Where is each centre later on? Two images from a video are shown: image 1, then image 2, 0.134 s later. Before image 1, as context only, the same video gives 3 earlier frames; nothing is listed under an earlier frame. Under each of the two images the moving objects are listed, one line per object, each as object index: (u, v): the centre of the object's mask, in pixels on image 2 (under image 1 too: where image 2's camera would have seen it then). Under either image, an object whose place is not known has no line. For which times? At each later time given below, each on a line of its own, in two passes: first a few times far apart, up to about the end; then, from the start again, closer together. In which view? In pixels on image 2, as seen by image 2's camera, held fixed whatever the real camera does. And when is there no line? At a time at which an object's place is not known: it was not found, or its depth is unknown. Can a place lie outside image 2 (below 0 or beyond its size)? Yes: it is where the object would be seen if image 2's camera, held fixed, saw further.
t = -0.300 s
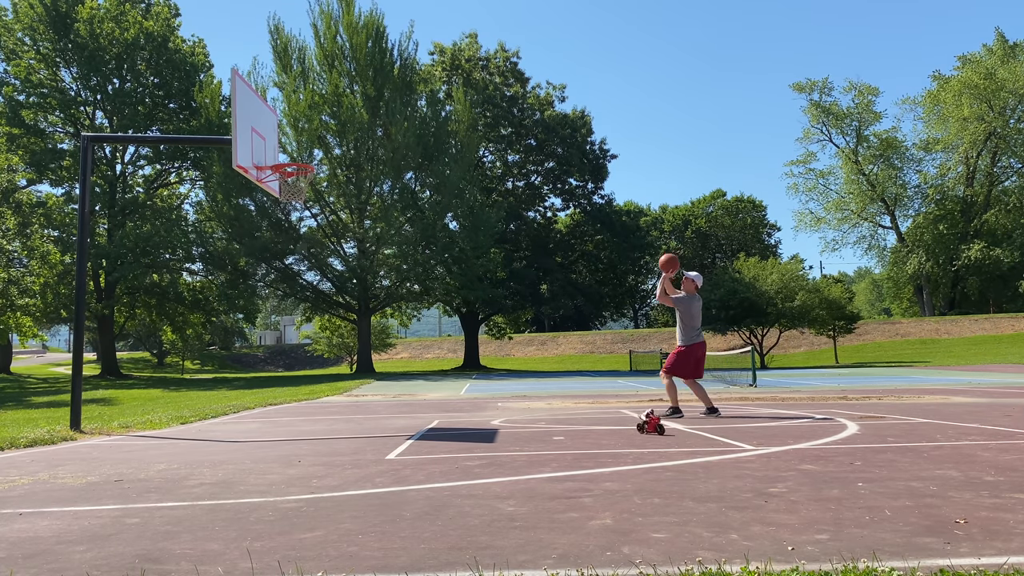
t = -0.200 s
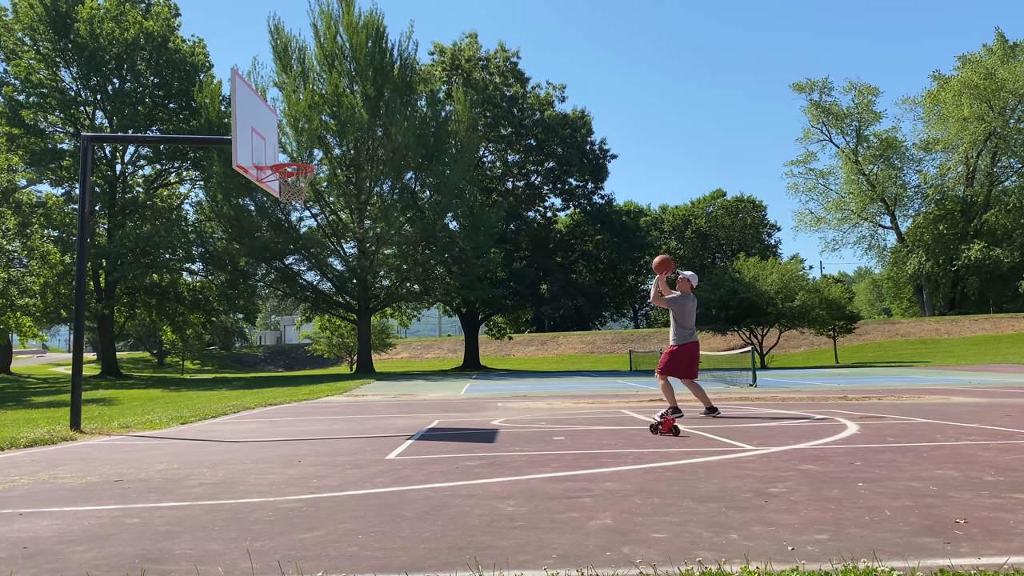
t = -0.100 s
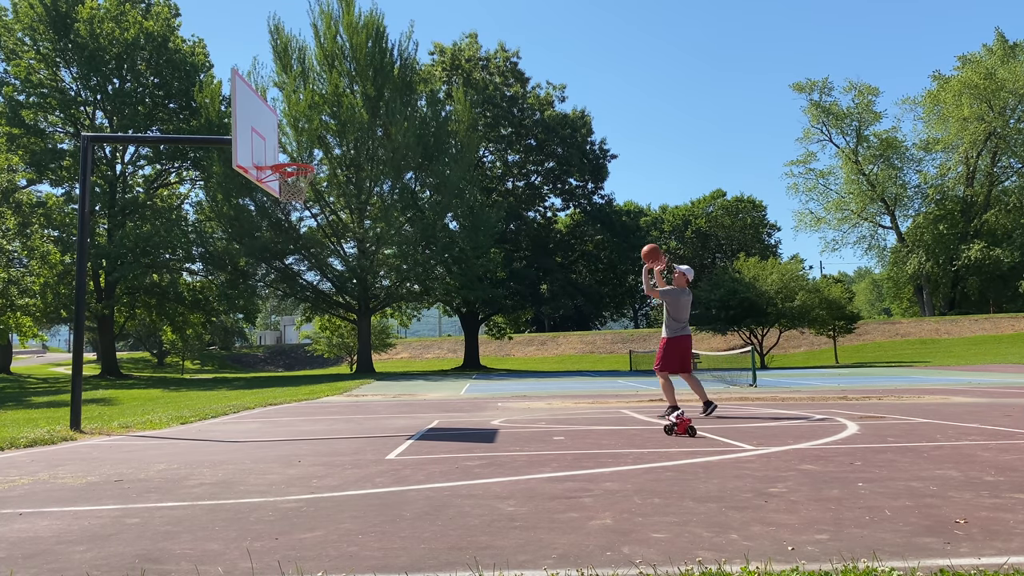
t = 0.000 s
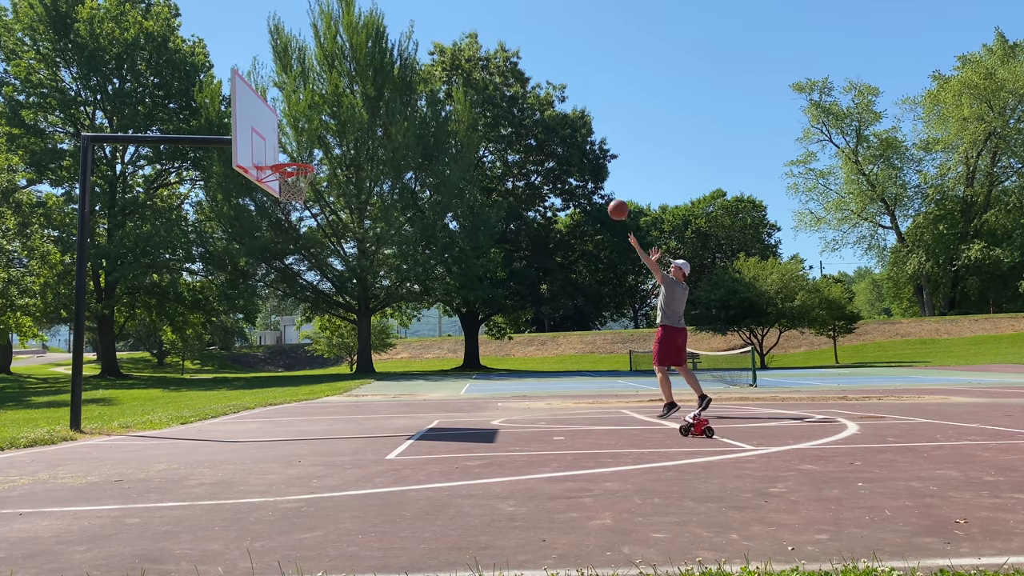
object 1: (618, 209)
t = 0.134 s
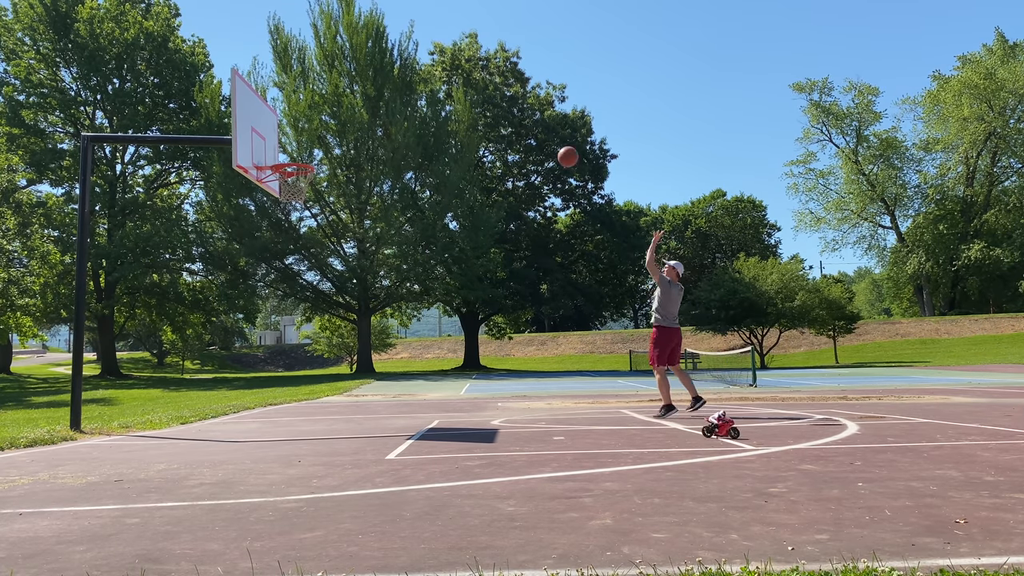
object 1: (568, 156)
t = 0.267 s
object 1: (519, 119)
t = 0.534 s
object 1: (424, 86)
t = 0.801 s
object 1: (332, 110)
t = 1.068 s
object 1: (288, 144)
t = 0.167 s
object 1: (555, 146)
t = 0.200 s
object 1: (543, 136)
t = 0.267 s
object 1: (519, 119)
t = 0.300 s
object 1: (507, 111)
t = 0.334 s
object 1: (495, 105)
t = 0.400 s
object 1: (471, 95)
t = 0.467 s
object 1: (447, 89)
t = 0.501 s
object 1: (436, 87)
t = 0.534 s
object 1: (424, 86)
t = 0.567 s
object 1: (412, 85)
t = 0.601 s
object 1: (401, 86)
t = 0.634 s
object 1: (390, 88)
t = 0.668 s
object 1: (378, 91)
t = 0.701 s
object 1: (367, 94)
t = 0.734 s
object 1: (355, 98)
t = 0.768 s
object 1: (343, 104)
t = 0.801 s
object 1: (332, 110)
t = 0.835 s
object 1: (321, 117)
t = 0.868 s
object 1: (309, 124)
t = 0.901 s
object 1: (298, 133)
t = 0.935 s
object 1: (286, 143)
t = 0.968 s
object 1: (275, 153)
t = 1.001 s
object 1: (273, 158)
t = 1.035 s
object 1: (280, 150)
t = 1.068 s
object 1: (288, 144)
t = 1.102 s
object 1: (296, 138)
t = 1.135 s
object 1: (303, 134)
